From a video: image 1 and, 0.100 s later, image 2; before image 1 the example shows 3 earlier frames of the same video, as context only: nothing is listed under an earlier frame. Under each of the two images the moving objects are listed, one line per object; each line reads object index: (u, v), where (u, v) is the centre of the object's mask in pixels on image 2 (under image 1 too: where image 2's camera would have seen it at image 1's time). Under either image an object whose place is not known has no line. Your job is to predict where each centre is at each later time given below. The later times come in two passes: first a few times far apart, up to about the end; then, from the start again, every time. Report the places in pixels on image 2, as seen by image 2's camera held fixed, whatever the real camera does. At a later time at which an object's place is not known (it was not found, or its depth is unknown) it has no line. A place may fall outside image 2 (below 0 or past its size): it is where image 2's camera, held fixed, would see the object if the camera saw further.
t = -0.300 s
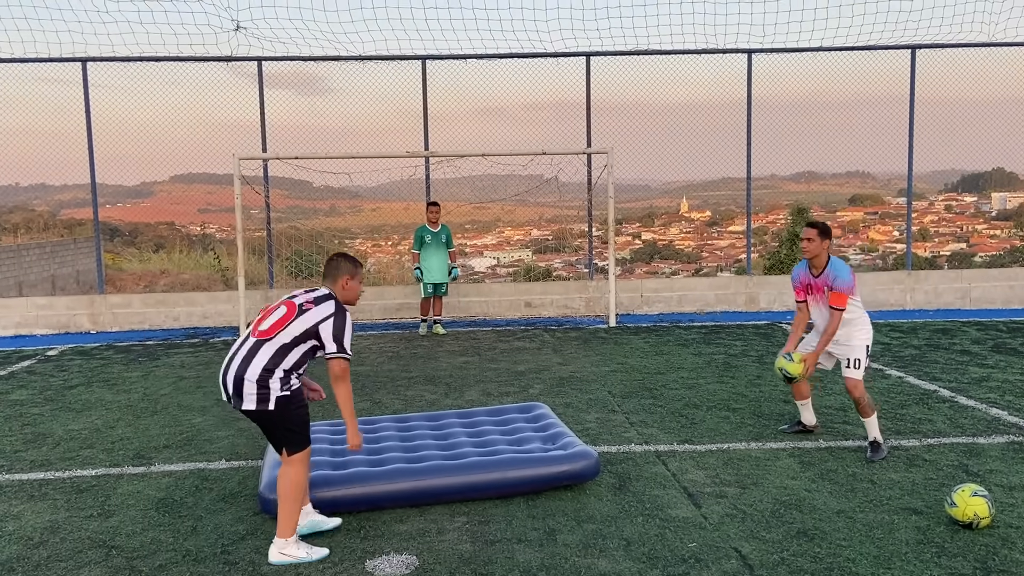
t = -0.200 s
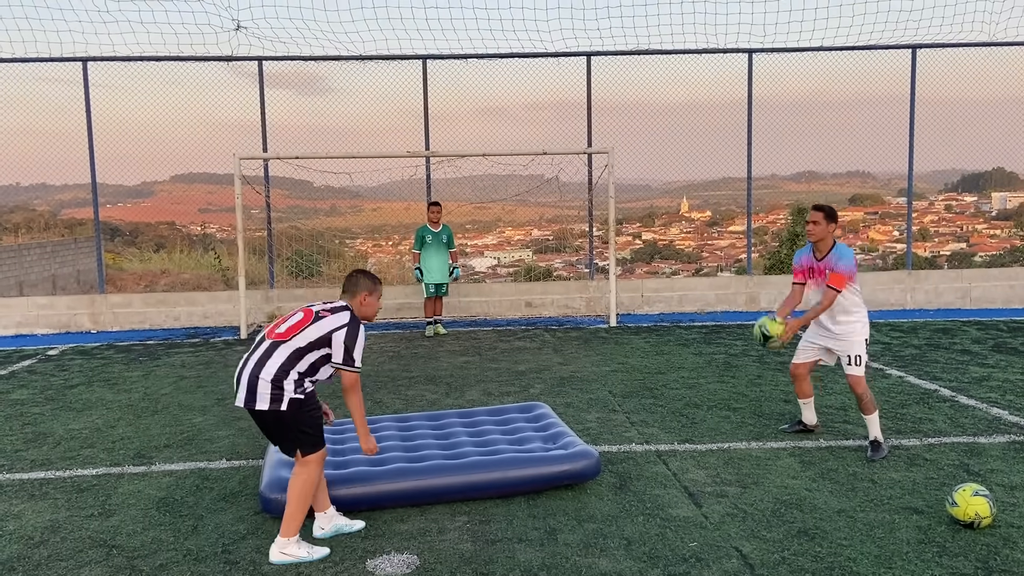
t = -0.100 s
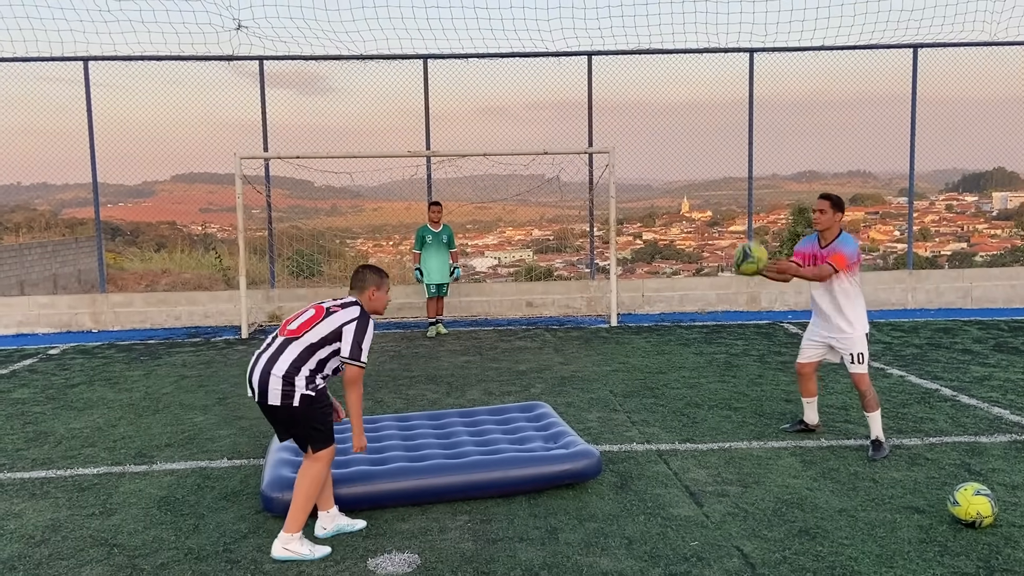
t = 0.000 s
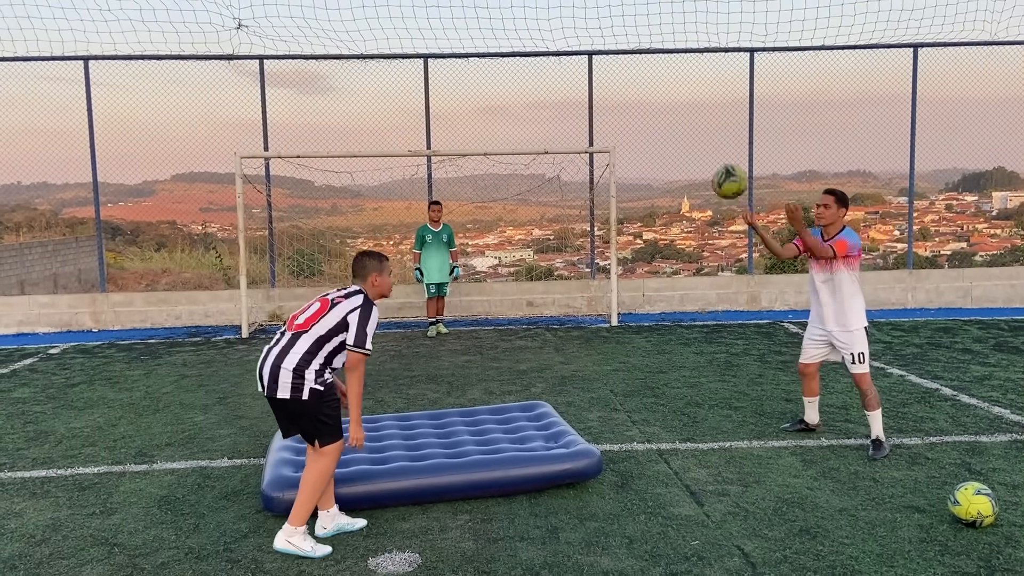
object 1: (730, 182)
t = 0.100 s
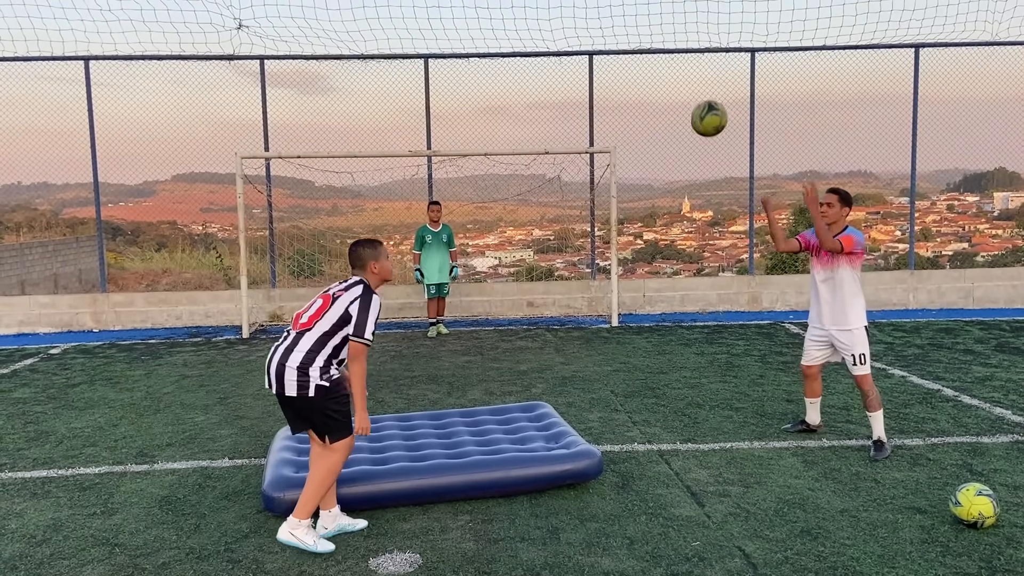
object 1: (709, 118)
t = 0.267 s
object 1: (670, 48)
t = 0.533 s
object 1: (601, 33)
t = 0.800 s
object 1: (532, 147)
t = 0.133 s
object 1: (701, 101)
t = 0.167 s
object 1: (694, 85)
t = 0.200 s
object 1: (686, 71)
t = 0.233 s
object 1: (678, 58)
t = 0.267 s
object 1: (670, 48)
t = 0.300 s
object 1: (661, 39)
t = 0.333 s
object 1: (653, 33)
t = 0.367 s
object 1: (644, 28)
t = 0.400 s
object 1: (636, 25)
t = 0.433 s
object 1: (627, 24)
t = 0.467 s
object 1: (619, 25)
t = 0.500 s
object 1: (610, 28)
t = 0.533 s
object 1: (601, 33)
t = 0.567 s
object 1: (593, 40)
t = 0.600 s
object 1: (584, 50)
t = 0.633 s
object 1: (575, 61)
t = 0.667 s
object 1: (567, 74)
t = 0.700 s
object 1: (558, 89)
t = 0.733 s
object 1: (549, 107)
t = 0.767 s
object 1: (541, 126)
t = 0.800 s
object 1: (532, 147)
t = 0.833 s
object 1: (523, 171)
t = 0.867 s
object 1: (515, 196)
